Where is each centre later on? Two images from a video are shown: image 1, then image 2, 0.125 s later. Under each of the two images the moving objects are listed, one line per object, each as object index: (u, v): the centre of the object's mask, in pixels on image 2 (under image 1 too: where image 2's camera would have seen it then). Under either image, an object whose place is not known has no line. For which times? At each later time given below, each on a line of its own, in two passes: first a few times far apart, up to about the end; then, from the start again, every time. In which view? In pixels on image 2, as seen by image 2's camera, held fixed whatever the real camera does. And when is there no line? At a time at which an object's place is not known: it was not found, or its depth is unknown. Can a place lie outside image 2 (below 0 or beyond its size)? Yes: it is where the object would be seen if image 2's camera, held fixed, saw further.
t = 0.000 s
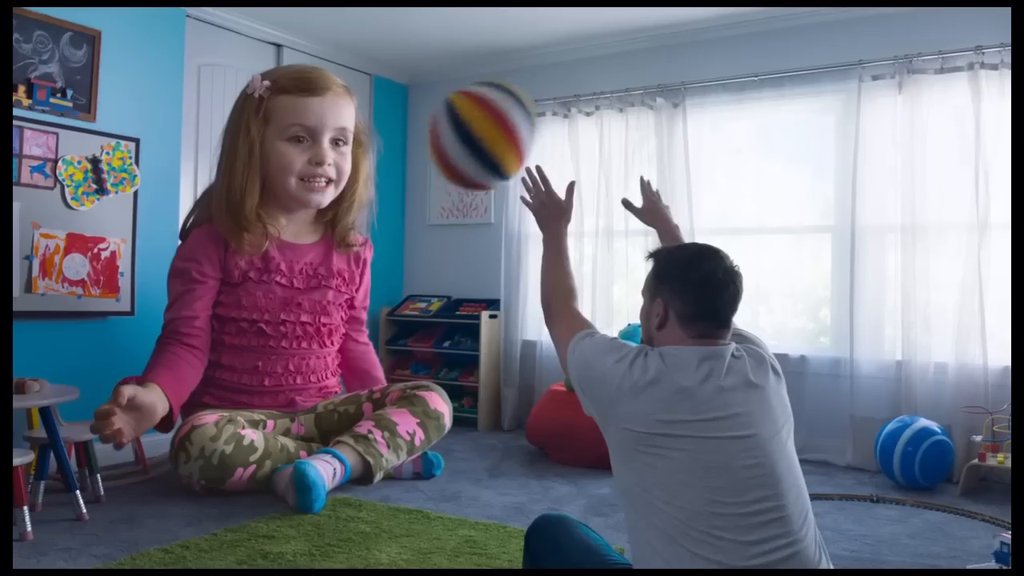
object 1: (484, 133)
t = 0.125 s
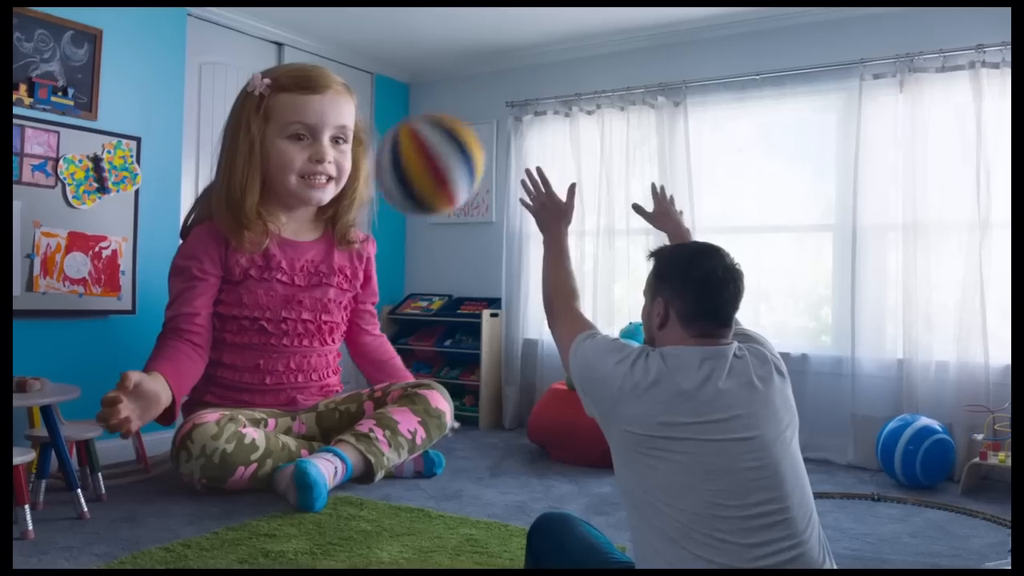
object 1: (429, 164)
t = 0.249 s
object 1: (385, 211)
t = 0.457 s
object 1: (342, 319)
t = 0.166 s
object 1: (414, 178)
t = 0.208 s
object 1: (401, 193)
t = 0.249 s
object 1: (385, 211)
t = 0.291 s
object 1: (374, 231)
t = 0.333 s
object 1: (362, 255)
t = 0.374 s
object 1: (352, 279)
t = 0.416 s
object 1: (343, 303)
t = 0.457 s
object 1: (342, 319)
